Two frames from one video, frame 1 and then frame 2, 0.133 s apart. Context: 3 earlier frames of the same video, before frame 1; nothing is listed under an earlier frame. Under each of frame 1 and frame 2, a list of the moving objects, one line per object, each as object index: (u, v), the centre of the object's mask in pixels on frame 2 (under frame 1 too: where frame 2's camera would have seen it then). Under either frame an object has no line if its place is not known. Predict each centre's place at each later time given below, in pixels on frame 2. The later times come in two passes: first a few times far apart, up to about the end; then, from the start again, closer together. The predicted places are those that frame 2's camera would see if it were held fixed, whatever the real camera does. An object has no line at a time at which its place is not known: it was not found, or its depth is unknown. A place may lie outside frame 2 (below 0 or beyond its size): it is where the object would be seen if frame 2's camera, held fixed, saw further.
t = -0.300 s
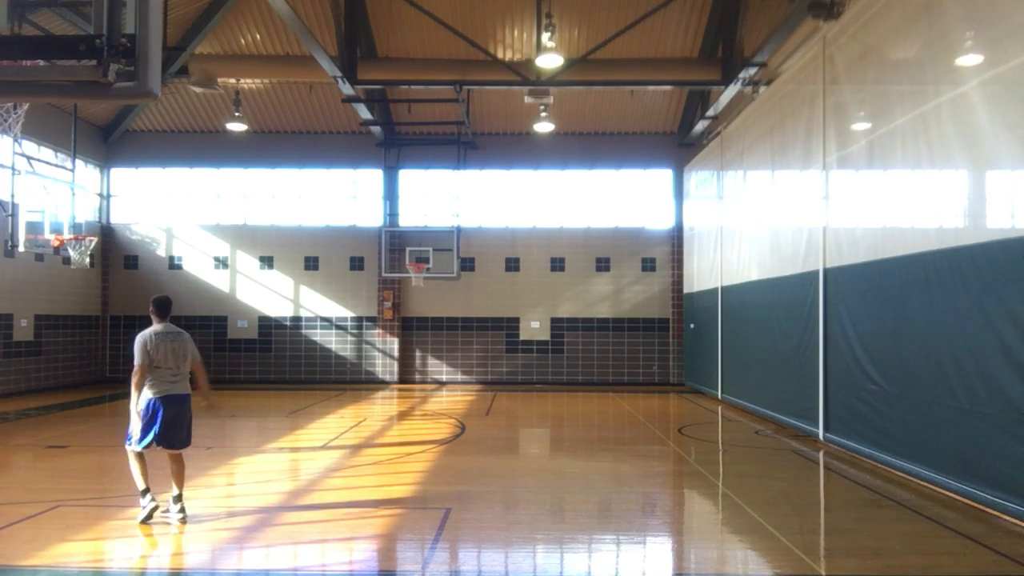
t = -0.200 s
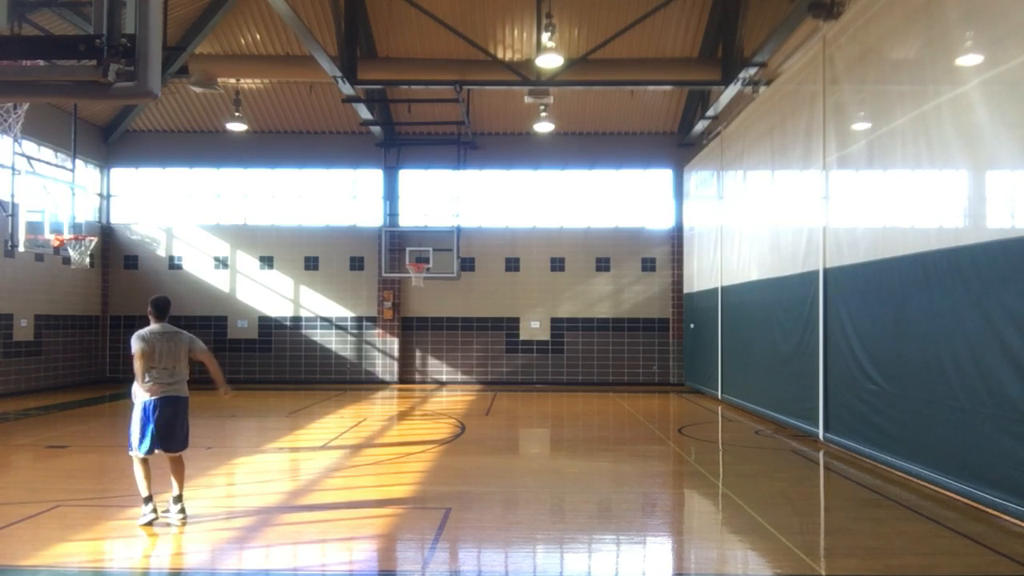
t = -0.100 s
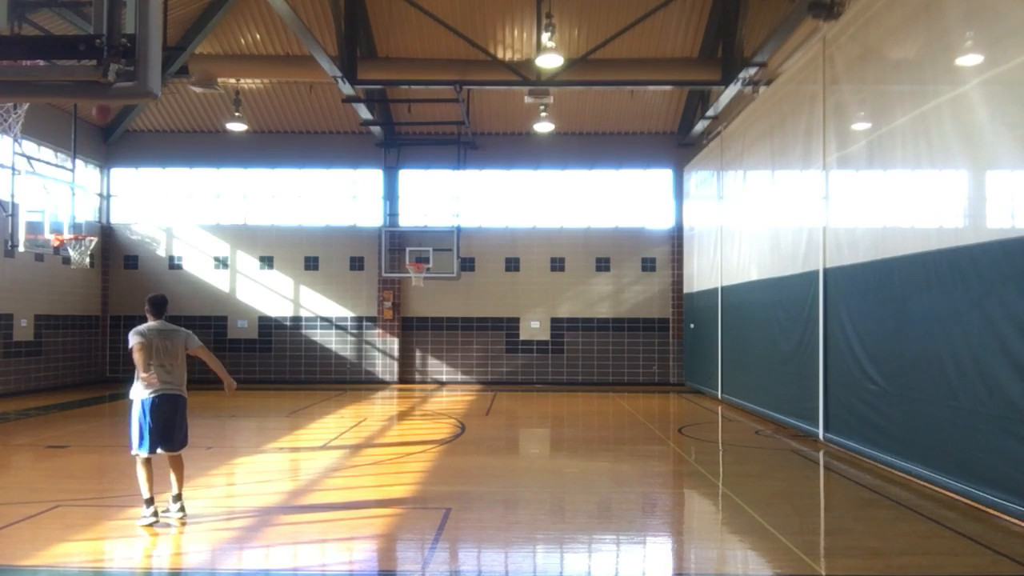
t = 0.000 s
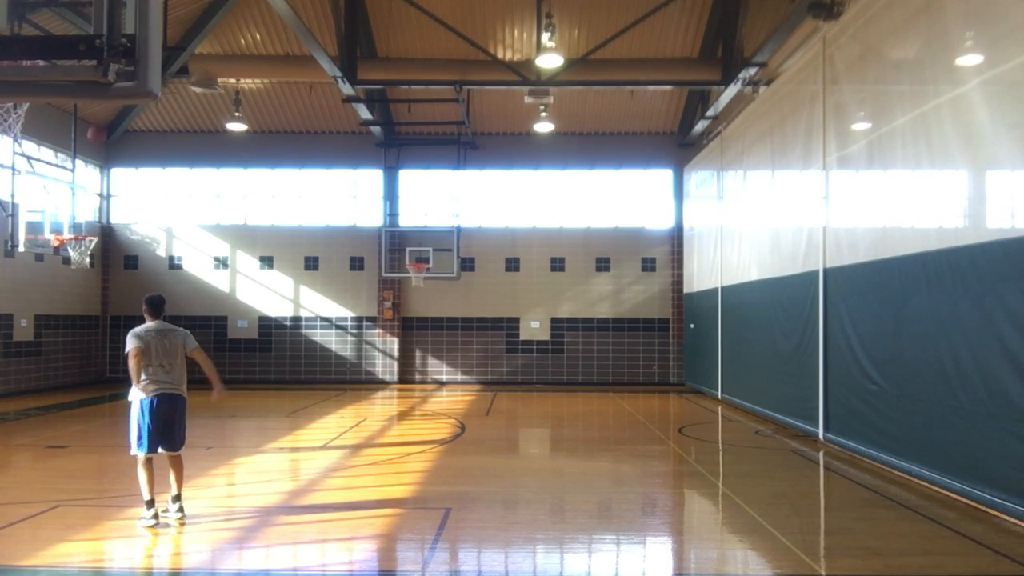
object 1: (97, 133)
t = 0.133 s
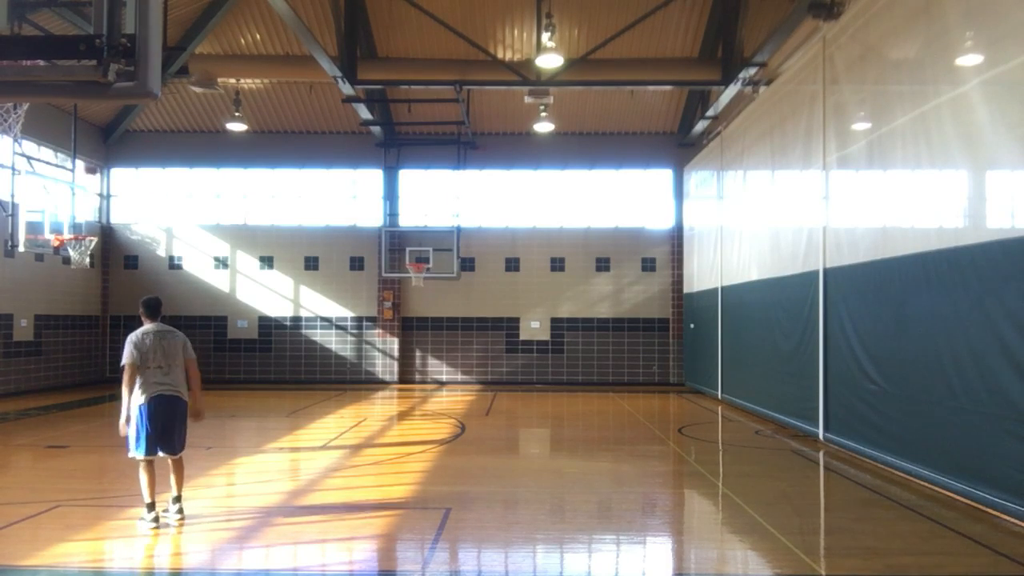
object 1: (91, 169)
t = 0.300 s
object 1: (82, 227)
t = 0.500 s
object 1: (76, 281)
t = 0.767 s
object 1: (73, 379)
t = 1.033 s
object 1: (75, 370)
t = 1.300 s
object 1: (80, 323)
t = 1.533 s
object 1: (83, 317)
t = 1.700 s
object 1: (85, 335)
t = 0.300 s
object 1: (82, 227)
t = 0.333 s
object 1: (78, 232)
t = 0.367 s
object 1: (80, 243)
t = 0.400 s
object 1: (80, 256)
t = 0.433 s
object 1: (78, 264)
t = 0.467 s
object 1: (75, 274)
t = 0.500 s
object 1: (76, 281)
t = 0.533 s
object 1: (76, 291)
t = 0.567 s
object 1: (75, 299)
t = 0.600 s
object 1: (75, 312)
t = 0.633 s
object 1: (76, 325)
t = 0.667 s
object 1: (75, 337)
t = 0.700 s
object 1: (75, 350)
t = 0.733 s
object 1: (74, 363)
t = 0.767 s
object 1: (73, 379)
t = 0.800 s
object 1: (73, 391)
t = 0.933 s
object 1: (72, 399)
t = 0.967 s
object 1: (74, 387)
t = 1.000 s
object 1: (75, 379)
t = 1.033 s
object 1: (75, 370)
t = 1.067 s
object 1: (76, 362)
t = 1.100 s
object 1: (76, 354)
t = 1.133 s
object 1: (77, 347)
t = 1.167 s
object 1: (78, 340)
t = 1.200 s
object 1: (78, 335)
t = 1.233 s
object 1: (79, 330)
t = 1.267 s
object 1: (79, 325)
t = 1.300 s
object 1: (80, 323)
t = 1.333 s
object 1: (80, 319)
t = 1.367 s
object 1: (81, 318)
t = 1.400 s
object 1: (81, 316)
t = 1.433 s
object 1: (81, 315)
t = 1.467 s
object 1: (82, 315)
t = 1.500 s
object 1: (82, 316)
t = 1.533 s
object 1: (83, 317)
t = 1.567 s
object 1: (84, 320)
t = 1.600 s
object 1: (84, 323)
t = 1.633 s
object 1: (84, 326)
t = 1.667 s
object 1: (85, 330)
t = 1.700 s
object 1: (85, 335)
